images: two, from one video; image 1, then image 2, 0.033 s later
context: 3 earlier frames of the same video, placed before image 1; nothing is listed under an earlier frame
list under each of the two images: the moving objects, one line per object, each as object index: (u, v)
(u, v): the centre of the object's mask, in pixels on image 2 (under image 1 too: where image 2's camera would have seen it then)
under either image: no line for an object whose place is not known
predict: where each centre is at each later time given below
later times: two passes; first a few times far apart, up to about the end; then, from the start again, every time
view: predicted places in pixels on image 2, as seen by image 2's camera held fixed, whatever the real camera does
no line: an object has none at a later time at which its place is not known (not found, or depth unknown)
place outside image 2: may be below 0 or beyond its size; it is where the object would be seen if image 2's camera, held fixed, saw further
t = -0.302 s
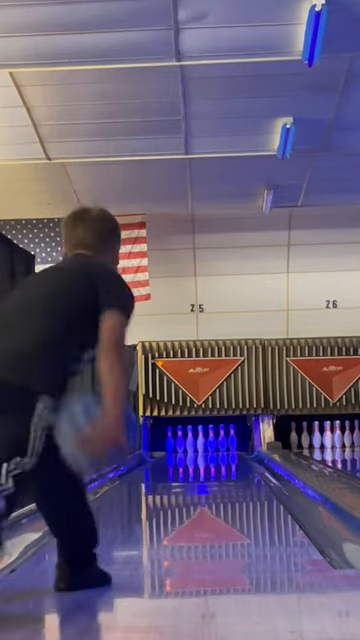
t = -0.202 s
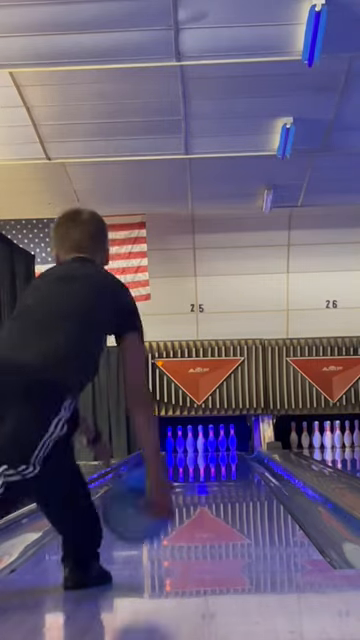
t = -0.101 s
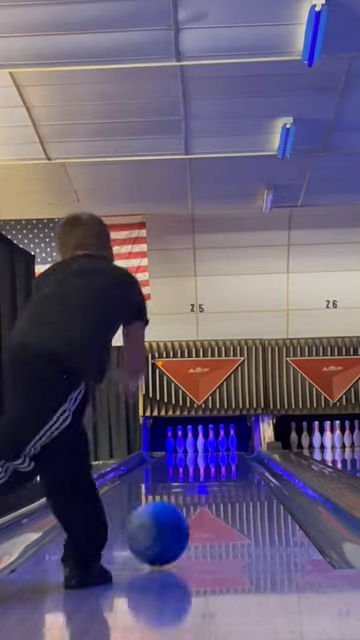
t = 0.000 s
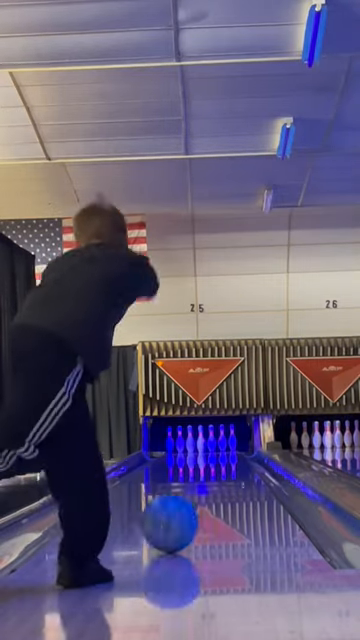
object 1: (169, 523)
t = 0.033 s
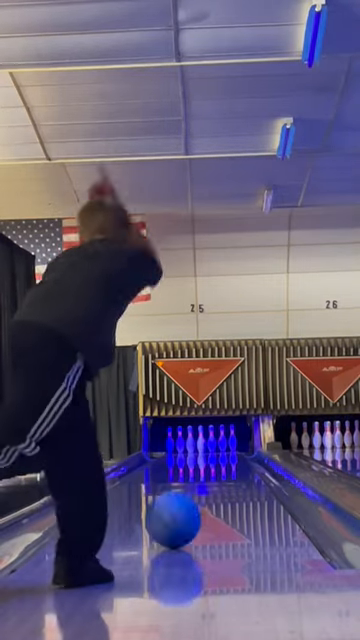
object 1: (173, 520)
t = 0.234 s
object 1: (189, 502)
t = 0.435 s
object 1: (201, 490)
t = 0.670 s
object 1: (209, 480)
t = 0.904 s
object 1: (216, 471)
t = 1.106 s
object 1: (220, 466)
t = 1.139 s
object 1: (226, 465)
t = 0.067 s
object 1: (177, 515)
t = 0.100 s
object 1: (179, 512)
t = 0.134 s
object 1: (182, 510)
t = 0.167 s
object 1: (185, 507)
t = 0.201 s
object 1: (188, 504)
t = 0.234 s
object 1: (189, 502)
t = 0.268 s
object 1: (191, 500)
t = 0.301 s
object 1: (193, 498)
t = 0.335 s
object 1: (195, 496)
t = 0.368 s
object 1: (196, 494)
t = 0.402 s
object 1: (199, 491)
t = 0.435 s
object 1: (201, 490)
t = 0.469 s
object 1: (202, 489)
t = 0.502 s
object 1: (203, 487)
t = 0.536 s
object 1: (205, 485)
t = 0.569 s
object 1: (206, 484)
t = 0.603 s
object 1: (207, 482)
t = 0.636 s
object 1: (208, 481)
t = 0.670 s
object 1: (209, 480)
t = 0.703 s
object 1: (210, 479)
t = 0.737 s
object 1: (211, 477)
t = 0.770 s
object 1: (212, 476)
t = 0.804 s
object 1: (213, 475)
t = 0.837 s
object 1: (215, 474)
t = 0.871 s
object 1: (216, 473)
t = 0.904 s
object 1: (216, 471)
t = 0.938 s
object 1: (217, 470)
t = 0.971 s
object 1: (218, 469)
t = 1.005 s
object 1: (218, 469)
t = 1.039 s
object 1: (219, 468)
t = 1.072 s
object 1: (219, 467)
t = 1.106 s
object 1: (220, 466)
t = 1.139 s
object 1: (226, 465)
